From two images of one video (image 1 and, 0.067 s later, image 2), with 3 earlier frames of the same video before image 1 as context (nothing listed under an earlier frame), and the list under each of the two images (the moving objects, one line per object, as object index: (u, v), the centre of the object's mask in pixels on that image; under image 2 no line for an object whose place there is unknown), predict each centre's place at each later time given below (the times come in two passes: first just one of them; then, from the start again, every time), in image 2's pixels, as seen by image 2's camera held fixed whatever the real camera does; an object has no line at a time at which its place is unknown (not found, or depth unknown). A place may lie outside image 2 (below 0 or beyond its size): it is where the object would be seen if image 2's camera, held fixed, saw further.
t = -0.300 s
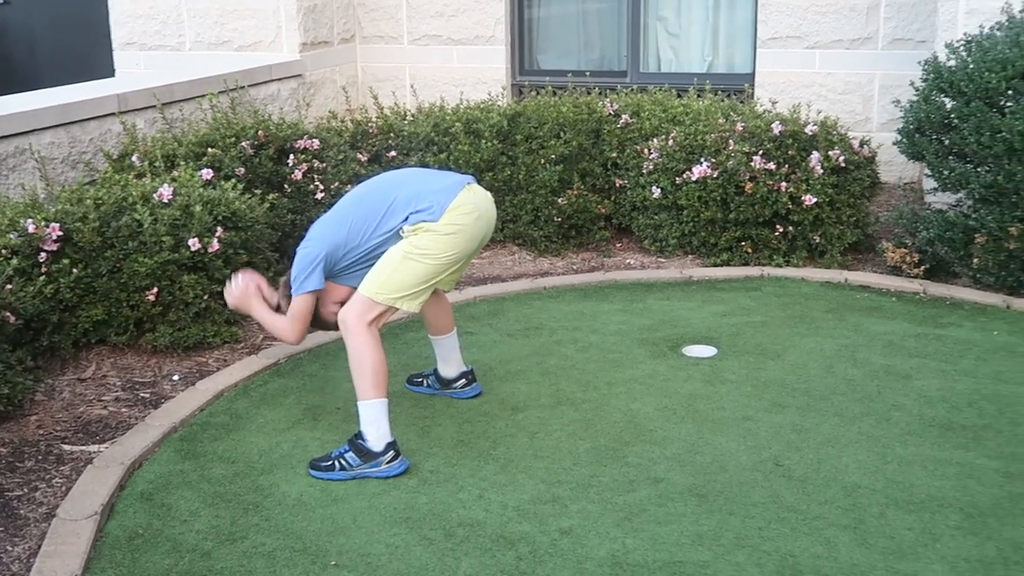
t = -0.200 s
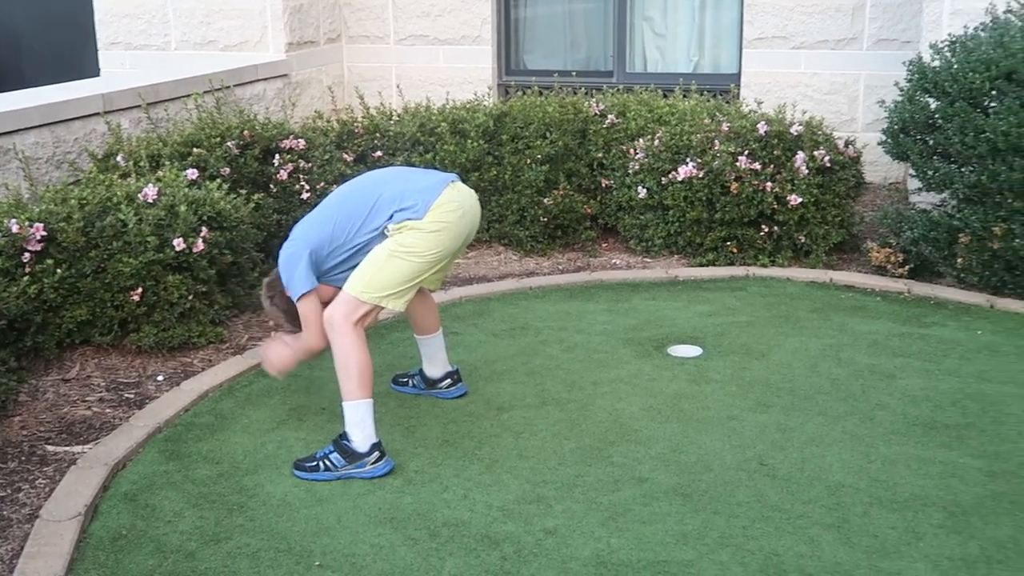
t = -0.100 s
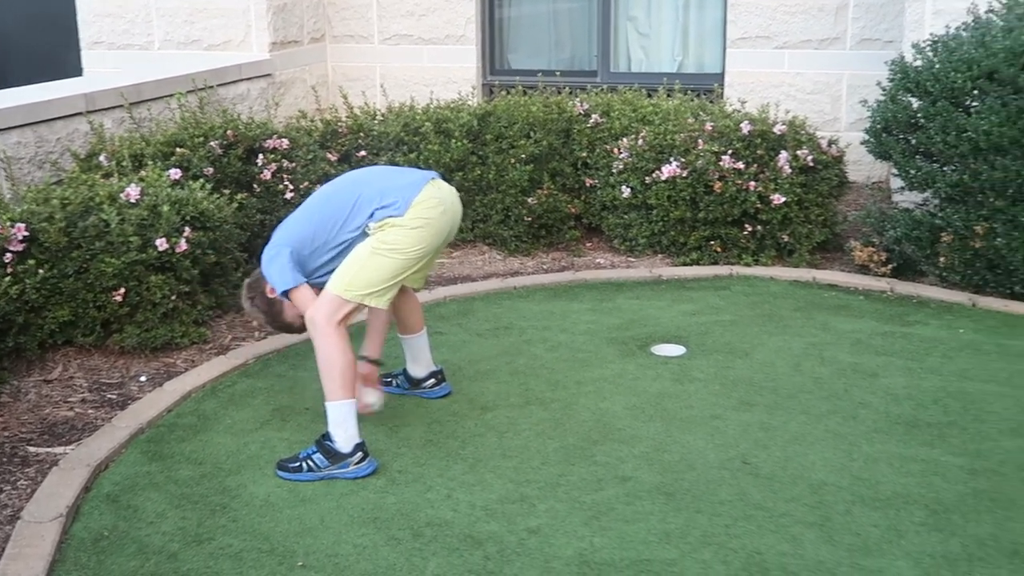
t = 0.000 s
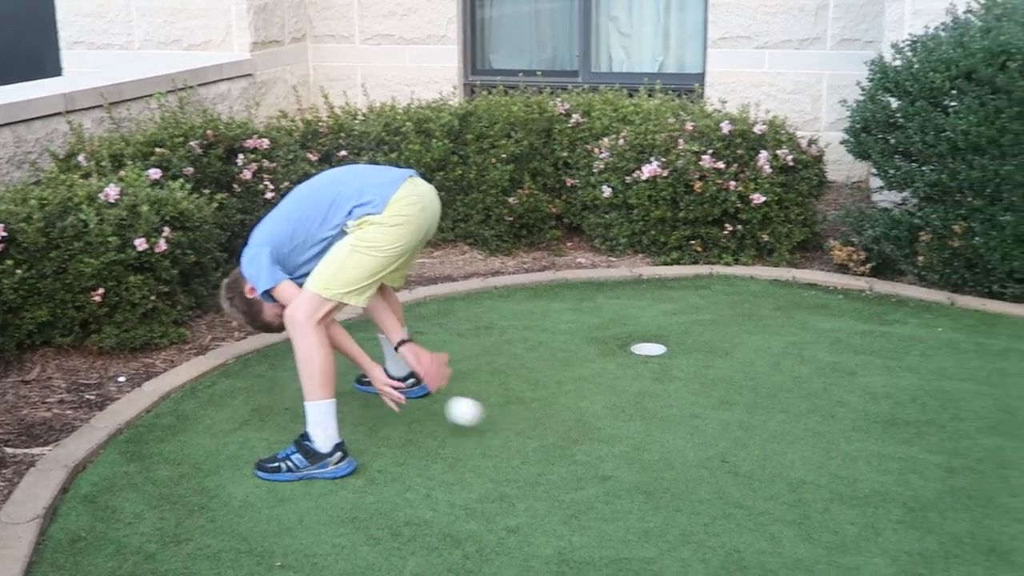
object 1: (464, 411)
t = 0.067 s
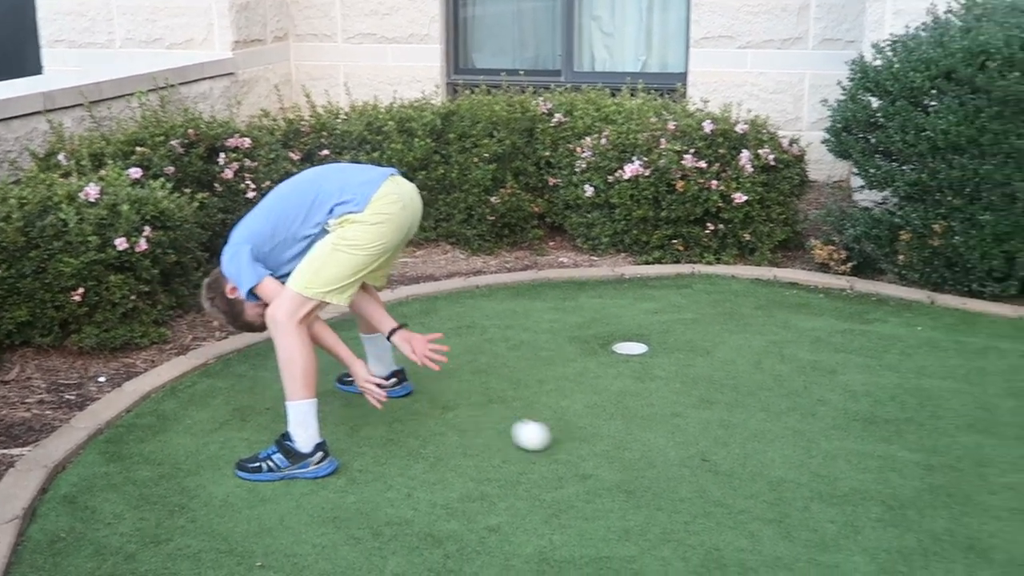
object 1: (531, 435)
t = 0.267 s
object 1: (748, 468)
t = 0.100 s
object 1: (567, 437)
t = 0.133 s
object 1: (604, 440)
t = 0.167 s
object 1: (642, 449)
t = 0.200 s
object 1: (679, 458)
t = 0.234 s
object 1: (714, 461)
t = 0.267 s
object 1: (748, 468)
